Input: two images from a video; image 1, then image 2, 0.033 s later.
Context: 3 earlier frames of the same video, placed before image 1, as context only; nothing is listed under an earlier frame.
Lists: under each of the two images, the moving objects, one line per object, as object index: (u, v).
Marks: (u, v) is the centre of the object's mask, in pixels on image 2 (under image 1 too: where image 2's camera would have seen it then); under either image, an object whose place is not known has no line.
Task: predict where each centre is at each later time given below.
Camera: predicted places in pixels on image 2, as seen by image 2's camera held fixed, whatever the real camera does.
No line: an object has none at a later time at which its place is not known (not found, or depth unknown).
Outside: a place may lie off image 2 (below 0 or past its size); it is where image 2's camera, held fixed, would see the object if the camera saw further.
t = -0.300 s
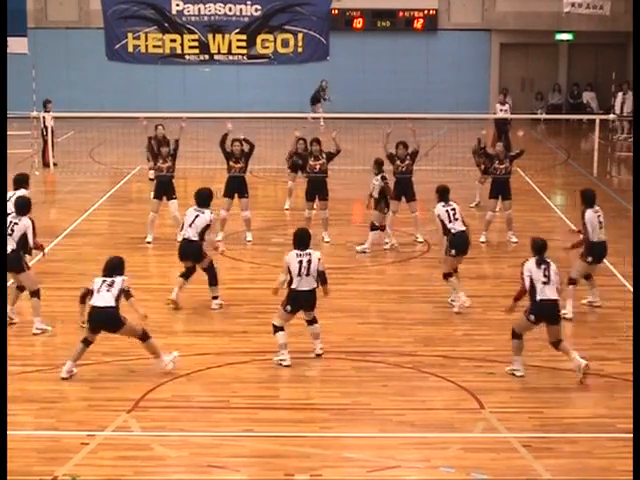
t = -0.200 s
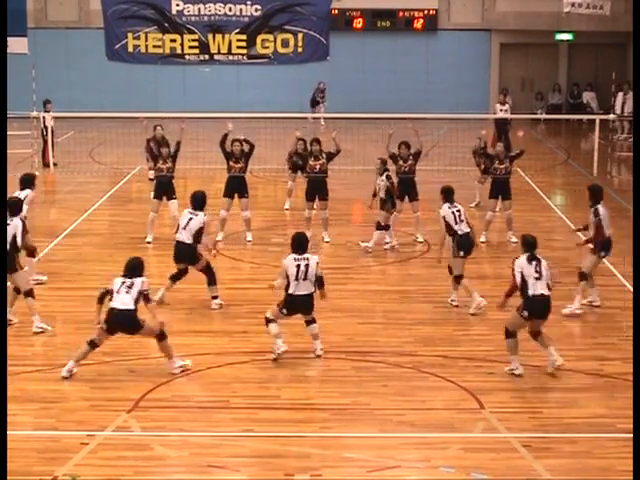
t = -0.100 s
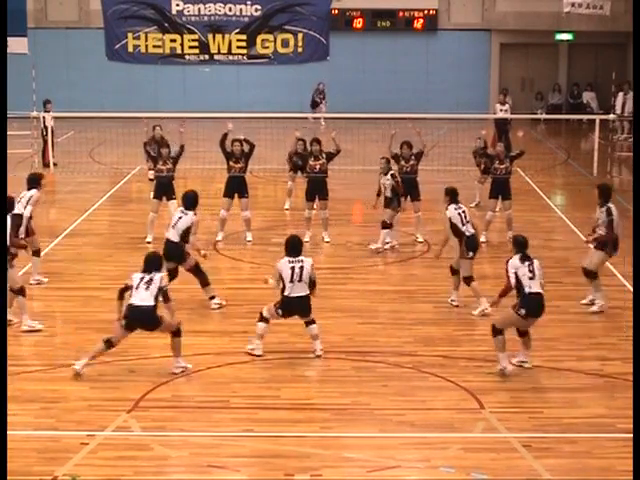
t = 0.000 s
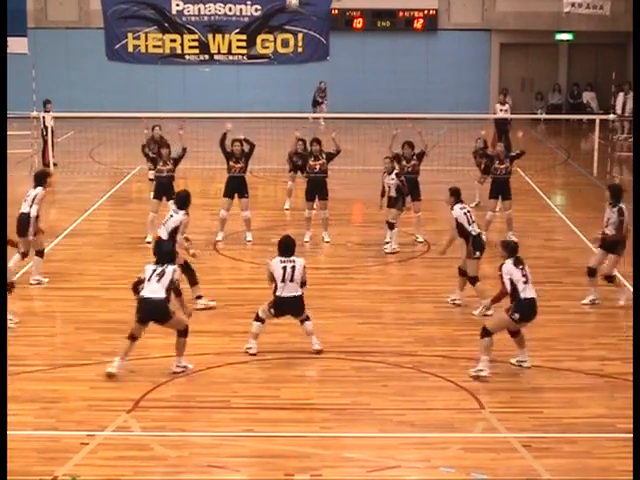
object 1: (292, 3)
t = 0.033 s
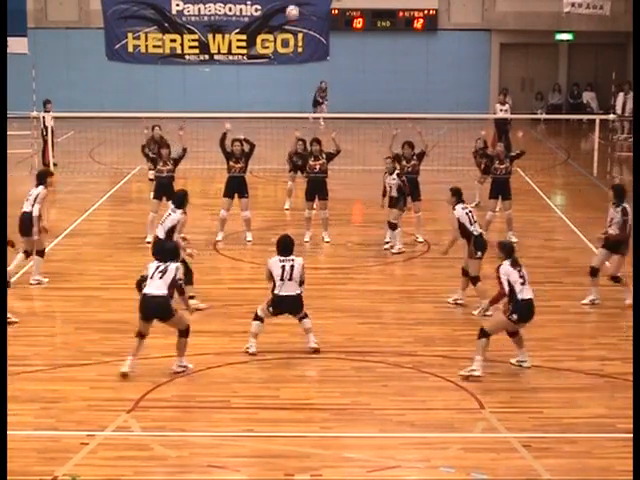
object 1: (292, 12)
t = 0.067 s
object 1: (292, 22)
